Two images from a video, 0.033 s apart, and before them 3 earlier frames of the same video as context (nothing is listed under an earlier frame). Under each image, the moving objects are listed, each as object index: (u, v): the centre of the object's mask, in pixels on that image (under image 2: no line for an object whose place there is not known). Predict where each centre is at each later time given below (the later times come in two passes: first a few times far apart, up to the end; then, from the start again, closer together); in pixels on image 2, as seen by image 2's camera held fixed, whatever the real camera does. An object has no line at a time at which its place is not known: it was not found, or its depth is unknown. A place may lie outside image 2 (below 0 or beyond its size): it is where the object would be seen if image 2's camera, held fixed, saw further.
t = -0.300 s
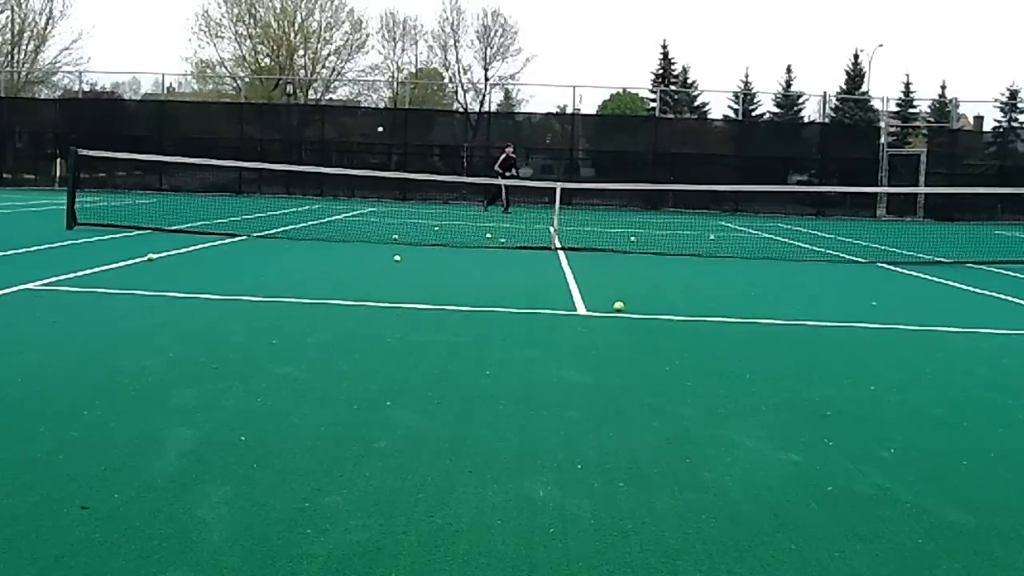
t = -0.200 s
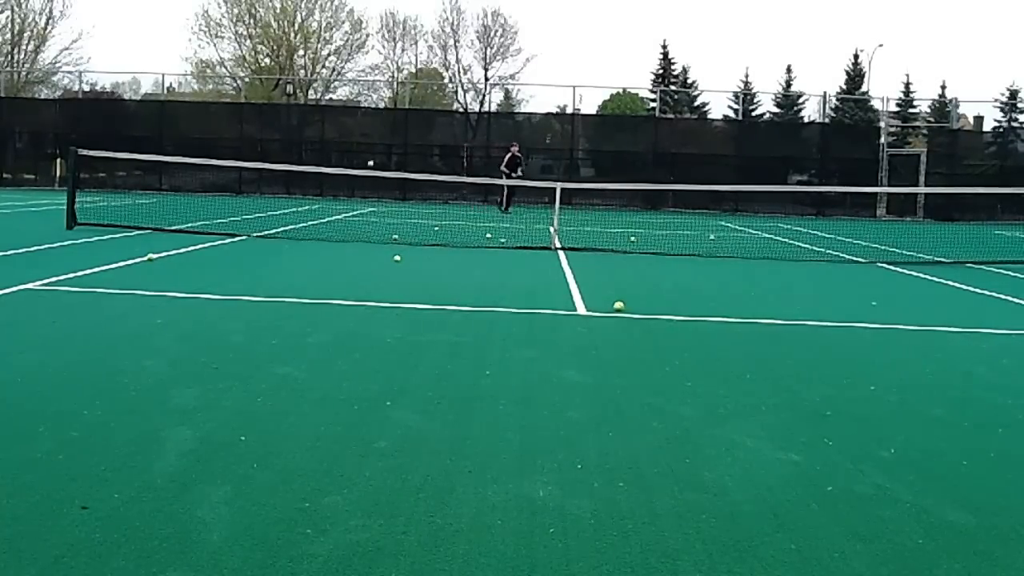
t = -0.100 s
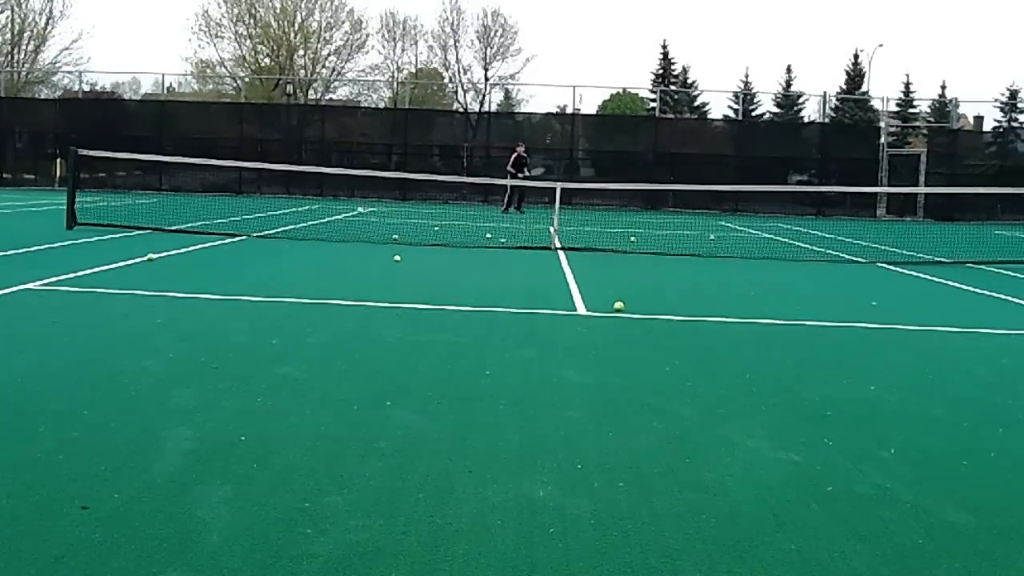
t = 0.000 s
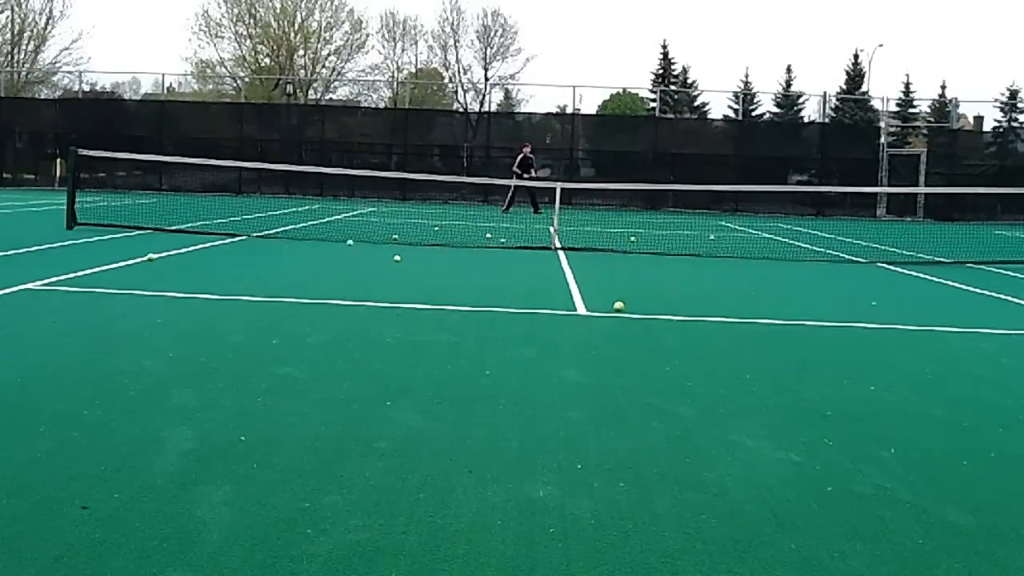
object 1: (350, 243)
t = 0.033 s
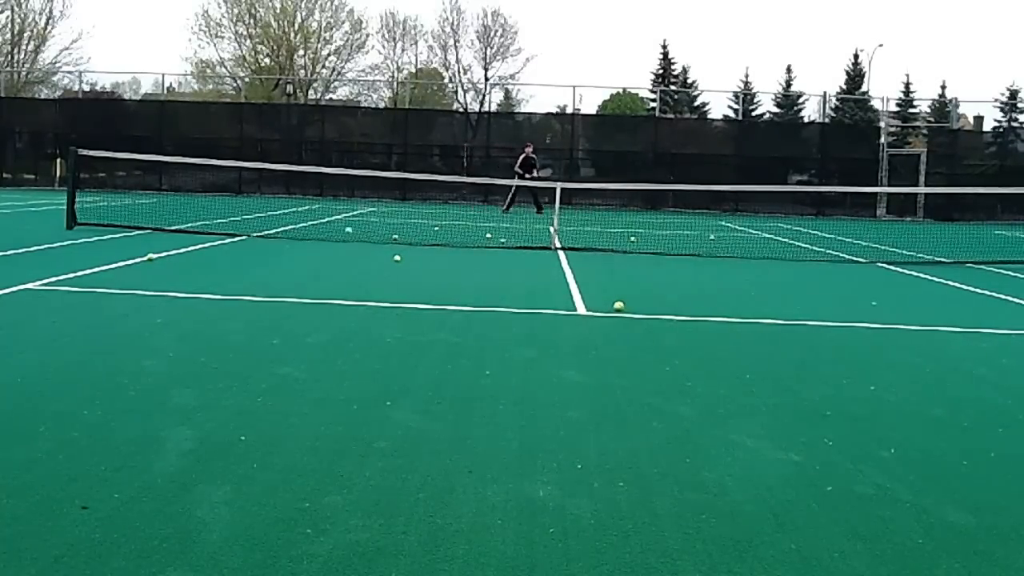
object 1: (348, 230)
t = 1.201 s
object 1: (268, 232)
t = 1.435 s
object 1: (236, 288)
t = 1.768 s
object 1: (181, 311)
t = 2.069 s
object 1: (110, 396)
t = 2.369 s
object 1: (4, 499)
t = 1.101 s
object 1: (279, 237)
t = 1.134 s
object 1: (275, 234)
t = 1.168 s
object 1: (272, 232)
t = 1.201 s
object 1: (268, 232)
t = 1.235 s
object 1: (264, 234)
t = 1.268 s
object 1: (260, 237)
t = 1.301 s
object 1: (255, 244)
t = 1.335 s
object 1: (250, 251)
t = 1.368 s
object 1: (246, 261)
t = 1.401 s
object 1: (241, 273)
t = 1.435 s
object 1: (236, 288)
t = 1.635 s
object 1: (204, 314)
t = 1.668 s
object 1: (199, 310)
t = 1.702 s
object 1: (193, 308)
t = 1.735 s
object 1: (188, 308)
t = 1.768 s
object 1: (181, 311)
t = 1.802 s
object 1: (174, 316)
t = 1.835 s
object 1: (168, 324)
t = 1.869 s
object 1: (160, 336)
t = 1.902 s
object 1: (153, 350)
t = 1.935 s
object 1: (145, 368)
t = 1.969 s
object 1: (137, 389)
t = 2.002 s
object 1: (128, 408)
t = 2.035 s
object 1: (119, 400)
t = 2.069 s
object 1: (110, 396)
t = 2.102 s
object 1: (100, 394)
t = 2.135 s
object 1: (89, 397)
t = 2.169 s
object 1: (78, 401)
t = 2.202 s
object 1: (66, 410)
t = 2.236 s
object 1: (53, 423)
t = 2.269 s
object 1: (40, 440)
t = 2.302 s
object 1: (26, 463)
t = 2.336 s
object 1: (11, 491)
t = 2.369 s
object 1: (4, 499)
